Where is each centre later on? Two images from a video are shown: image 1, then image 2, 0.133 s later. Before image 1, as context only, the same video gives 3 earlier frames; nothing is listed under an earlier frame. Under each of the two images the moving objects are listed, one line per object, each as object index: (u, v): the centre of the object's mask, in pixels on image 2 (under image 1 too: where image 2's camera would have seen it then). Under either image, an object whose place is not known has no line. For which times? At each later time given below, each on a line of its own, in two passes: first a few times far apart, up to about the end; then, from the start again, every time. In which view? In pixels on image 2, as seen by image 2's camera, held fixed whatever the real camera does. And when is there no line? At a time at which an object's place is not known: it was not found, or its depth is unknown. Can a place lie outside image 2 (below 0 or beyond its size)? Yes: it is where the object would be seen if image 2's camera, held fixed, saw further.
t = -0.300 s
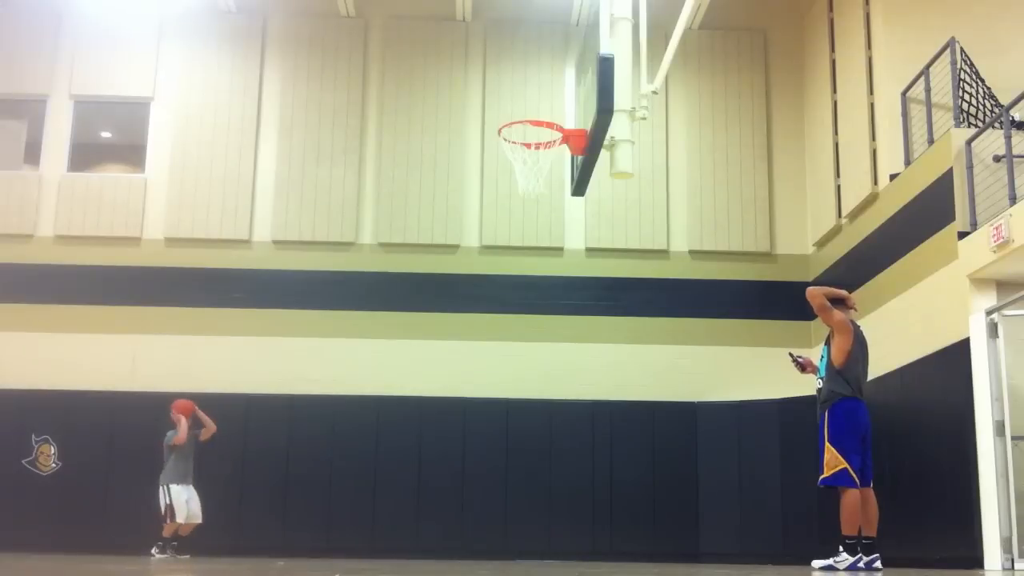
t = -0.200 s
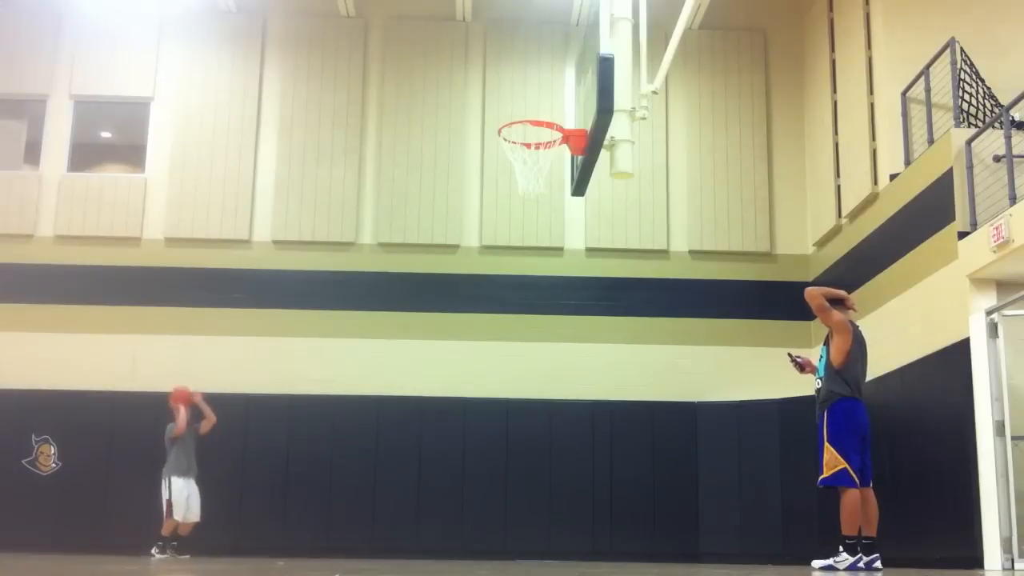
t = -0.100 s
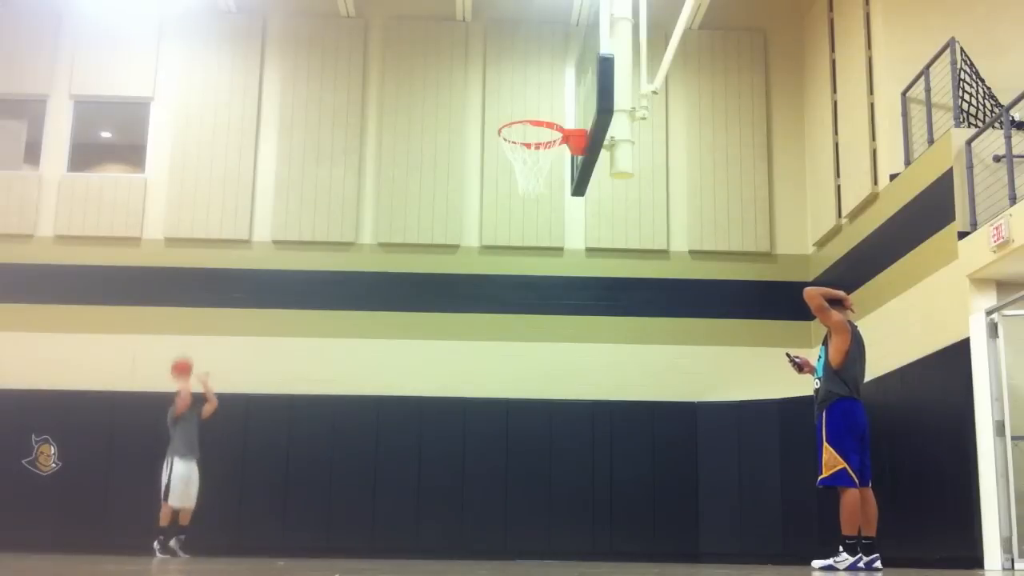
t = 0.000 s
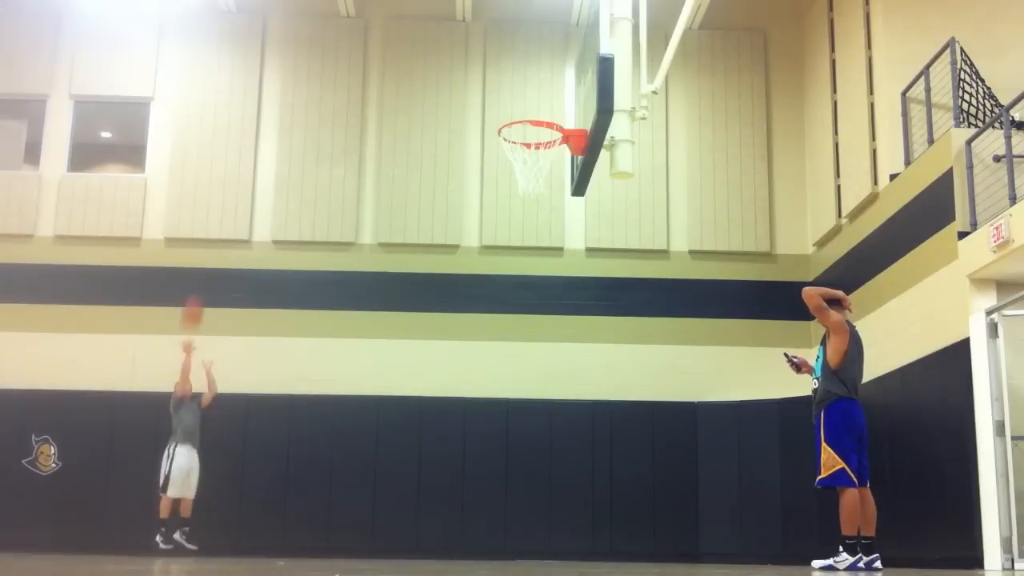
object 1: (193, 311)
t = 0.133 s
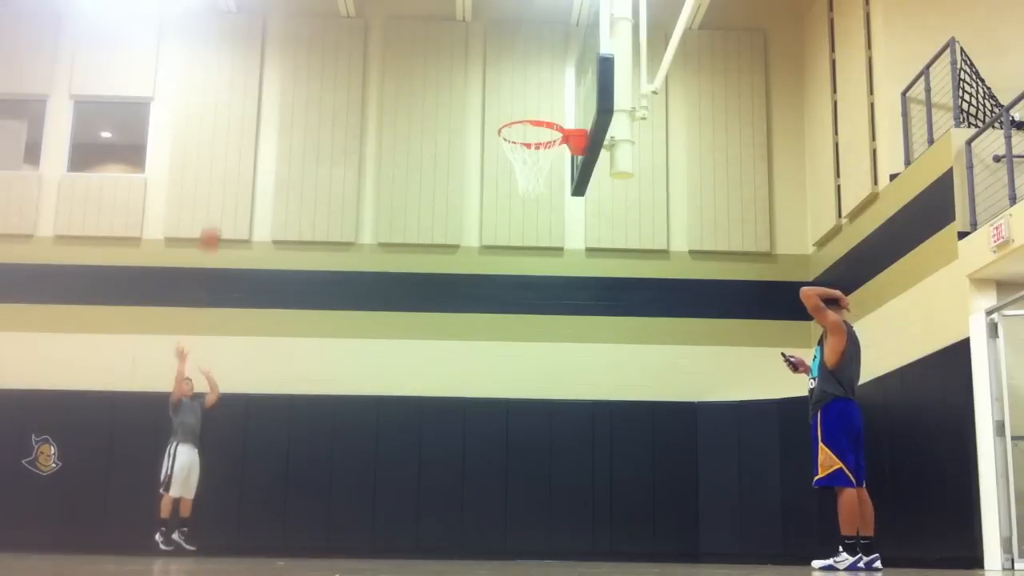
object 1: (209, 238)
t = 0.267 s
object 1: (227, 175)
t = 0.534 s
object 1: (258, 89)
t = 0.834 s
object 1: (290, 59)
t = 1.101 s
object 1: (319, 102)
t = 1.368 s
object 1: (347, 229)
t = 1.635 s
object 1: (378, 488)
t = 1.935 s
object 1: (393, 360)
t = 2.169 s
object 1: (399, 257)
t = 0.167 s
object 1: (214, 221)
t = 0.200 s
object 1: (219, 205)
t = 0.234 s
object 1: (223, 190)
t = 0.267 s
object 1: (227, 175)
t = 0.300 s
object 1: (231, 161)
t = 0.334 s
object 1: (235, 149)
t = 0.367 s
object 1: (239, 137)
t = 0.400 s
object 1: (244, 125)
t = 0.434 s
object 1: (247, 115)
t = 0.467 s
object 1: (250, 106)
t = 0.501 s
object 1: (254, 98)
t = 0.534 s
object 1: (258, 89)
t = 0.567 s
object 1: (262, 83)
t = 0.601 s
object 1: (265, 76)
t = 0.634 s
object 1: (269, 71)
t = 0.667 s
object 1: (272, 67)
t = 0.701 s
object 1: (275, 63)
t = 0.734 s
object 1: (280, 60)
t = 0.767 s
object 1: (283, 59)
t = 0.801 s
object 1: (286, 59)
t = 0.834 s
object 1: (290, 59)
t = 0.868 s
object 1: (294, 61)
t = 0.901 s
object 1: (297, 63)
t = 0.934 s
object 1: (300, 67)
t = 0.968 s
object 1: (304, 71)
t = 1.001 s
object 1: (307, 77)
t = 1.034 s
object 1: (311, 84)
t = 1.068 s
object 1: (315, 92)
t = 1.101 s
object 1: (319, 102)
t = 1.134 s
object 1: (322, 113)
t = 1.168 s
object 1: (325, 126)
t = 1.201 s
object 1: (329, 140)
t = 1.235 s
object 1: (333, 154)
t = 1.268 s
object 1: (337, 171)
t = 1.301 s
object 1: (340, 190)
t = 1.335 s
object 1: (344, 209)
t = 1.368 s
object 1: (347, 229)
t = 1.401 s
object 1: (352, 256)
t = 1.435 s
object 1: (356, 285)
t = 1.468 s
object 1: (359, 307)
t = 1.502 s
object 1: (362, 338)
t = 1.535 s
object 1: (367, 373)
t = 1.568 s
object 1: (370, 409)
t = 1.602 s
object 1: (374, 446)
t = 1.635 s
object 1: (378, 488)
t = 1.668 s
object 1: (383, 528)
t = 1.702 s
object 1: (385, 532)
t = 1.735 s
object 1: (386, 502)
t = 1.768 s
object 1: (387, 475)
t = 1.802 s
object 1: (389, 450)
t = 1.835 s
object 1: (390, 425)
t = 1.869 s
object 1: (391, 405)
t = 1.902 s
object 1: (392, 380)
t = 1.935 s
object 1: (393, 360)
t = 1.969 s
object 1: (394, 341)
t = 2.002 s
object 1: (395, 323)
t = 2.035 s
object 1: (395, 307)
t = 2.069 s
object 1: (396, 293)
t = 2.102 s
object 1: (397, 283)
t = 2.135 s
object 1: (398, 269)
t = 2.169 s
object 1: (399, 257)
